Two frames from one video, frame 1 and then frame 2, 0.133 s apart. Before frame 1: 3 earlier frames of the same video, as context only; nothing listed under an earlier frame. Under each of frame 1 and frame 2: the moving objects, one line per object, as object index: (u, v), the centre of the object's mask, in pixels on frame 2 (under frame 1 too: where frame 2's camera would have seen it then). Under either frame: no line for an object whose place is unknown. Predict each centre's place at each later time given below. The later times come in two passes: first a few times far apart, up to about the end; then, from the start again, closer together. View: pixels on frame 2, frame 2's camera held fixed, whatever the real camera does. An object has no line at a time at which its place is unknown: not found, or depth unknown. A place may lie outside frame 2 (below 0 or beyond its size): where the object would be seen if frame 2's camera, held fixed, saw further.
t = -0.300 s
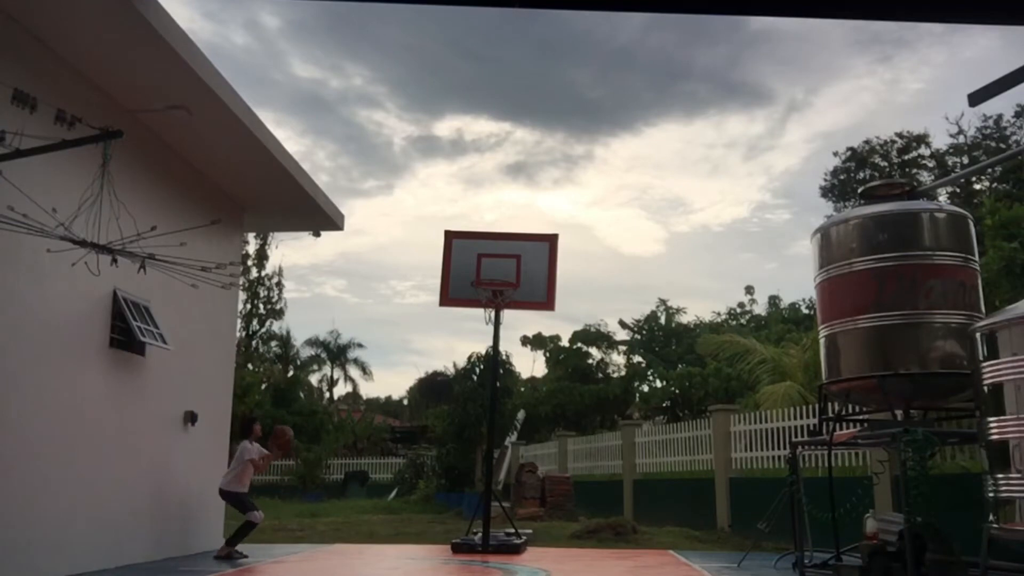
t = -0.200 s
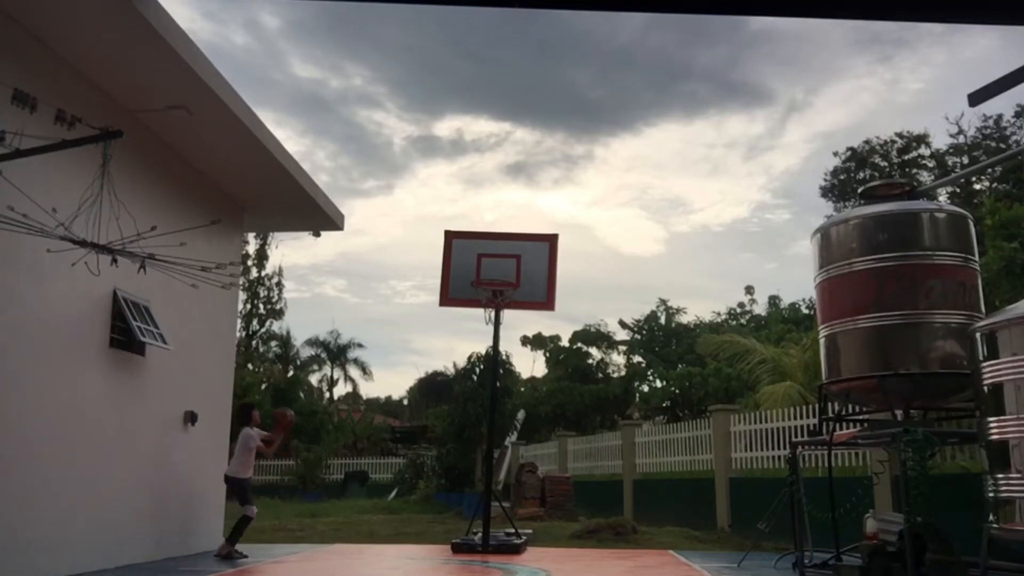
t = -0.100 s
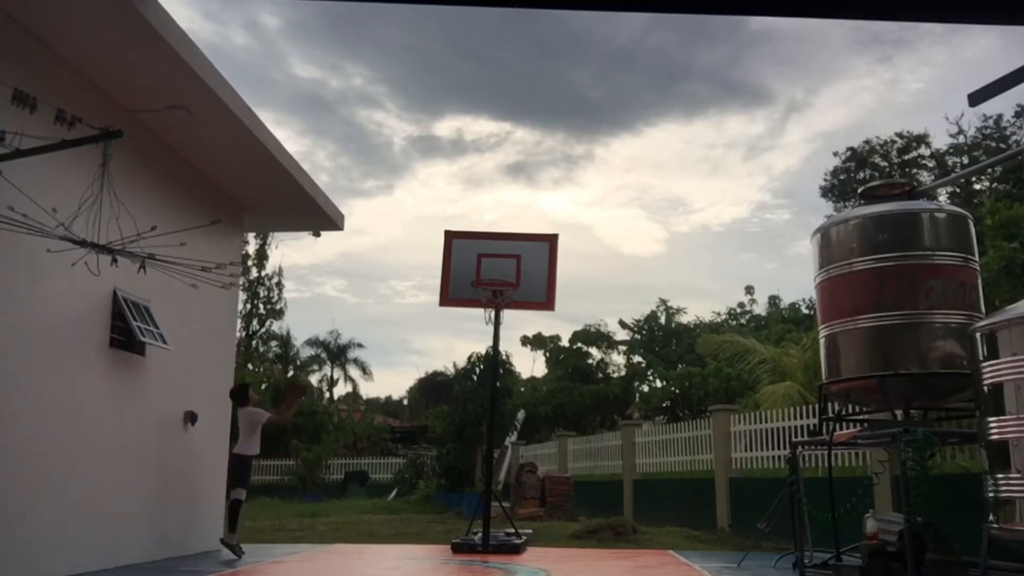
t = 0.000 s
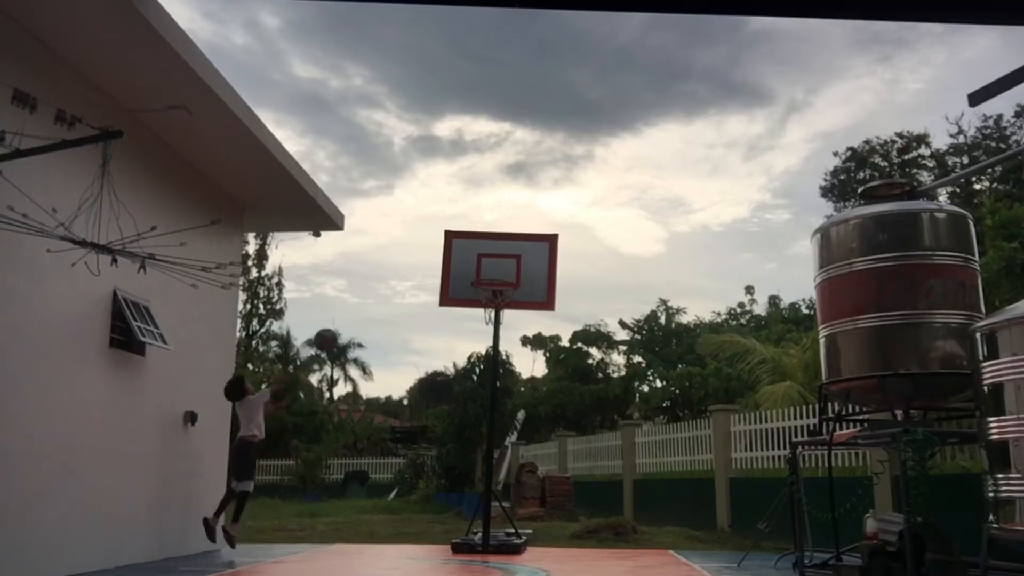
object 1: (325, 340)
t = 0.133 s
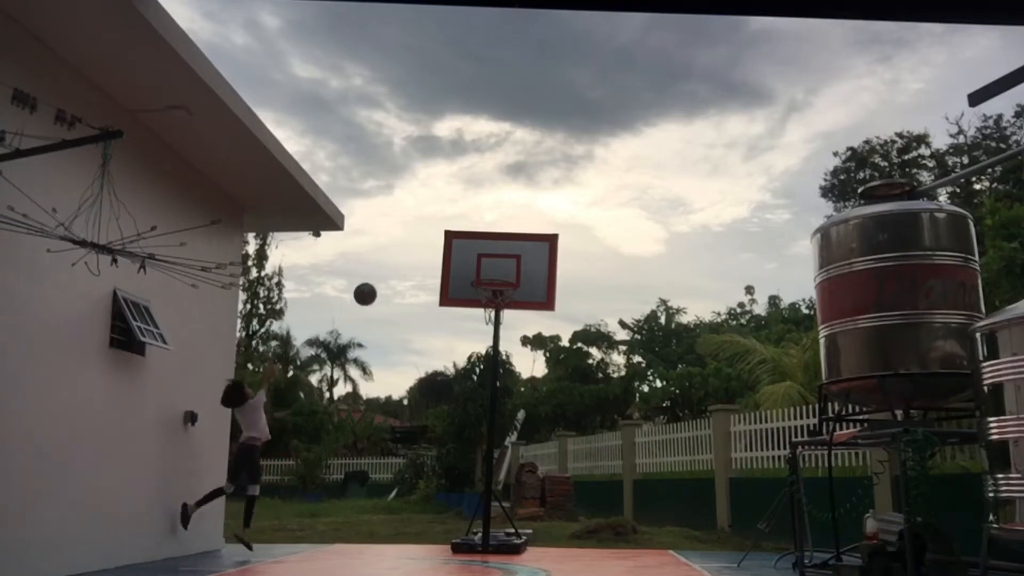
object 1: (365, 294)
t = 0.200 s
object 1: (384, 279)
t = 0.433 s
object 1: (446, 259)
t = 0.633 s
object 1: (496, 283)
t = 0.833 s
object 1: (497, 272)
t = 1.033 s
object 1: (481, 268)
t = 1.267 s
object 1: (470, 295)
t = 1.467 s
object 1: (460, 364)
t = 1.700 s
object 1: (448, 502)
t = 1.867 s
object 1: (438, 488)
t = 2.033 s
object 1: (428, 410)
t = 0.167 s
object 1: (374, 286)
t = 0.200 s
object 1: (384, 279)
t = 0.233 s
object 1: (393, 272)
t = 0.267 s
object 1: (402, 268)
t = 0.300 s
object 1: (411, 264)
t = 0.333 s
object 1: (420, 261)
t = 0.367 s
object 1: (428, 259)
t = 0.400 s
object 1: (437, 259)
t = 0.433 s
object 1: (446, 259)
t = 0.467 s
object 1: (456, 260)
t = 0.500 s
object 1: (463, 262)
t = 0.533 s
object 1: (471, 266)
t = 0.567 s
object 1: (479, 270)
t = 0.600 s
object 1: (487, 273)
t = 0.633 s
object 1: (496, 283)
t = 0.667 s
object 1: (500, 284)
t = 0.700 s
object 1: (503, 284)
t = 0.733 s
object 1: (506, 279)
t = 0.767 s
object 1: (503, 277)
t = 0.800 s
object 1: (501, 273)
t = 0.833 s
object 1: (497, 272)
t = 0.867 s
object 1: (494, 270)
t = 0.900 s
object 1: (491, 269)
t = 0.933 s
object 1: (488, 269)
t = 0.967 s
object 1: (485, 268)
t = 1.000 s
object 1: (483, 268)
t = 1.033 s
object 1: (481, 268)
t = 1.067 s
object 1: (480, 268)
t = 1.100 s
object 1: (478, 270)
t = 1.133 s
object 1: (477, 273)
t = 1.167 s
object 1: (475, 277)
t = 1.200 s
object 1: (473, 282)
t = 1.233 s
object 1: (472, 288)
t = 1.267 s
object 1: (470, 295)
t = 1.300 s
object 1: (468, 304)
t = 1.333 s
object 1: (467, 315)
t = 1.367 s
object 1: (465, 324)
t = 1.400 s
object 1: (463, 336)
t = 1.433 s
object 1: (462, 349)
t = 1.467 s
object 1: (460, 364)
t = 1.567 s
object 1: (455, 414)
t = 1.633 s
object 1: (450, 456)
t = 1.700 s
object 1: (448, 502)
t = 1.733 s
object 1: (445, 527)
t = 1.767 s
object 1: (443, 552)
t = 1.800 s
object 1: (441, 528)
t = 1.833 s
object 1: (439, 507)
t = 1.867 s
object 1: (438, 488)
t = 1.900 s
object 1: (436, 470)
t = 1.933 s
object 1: (433, 453)
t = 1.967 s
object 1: (431, 438)
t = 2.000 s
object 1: (430, 427)
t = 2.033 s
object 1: (428, 410)
